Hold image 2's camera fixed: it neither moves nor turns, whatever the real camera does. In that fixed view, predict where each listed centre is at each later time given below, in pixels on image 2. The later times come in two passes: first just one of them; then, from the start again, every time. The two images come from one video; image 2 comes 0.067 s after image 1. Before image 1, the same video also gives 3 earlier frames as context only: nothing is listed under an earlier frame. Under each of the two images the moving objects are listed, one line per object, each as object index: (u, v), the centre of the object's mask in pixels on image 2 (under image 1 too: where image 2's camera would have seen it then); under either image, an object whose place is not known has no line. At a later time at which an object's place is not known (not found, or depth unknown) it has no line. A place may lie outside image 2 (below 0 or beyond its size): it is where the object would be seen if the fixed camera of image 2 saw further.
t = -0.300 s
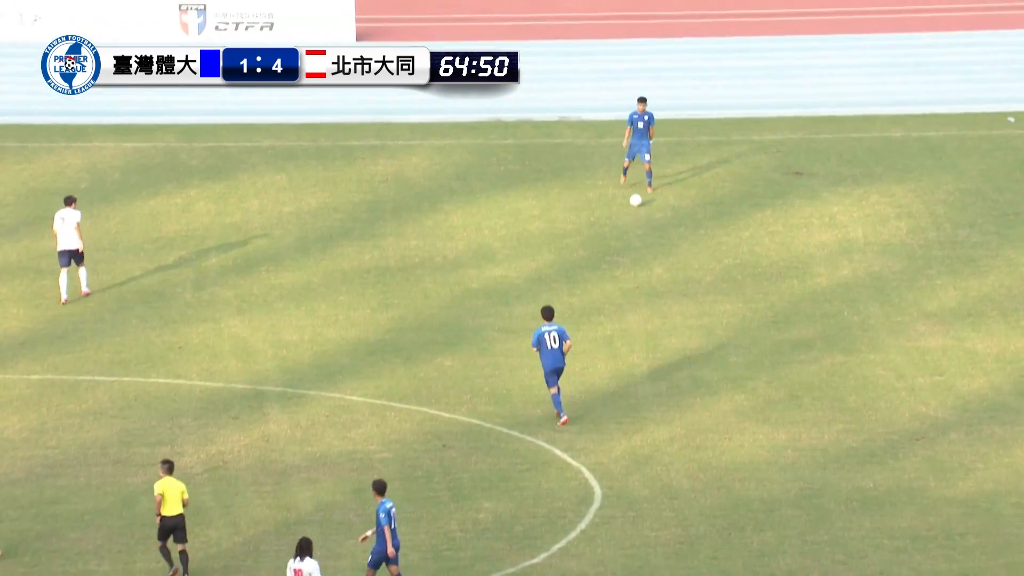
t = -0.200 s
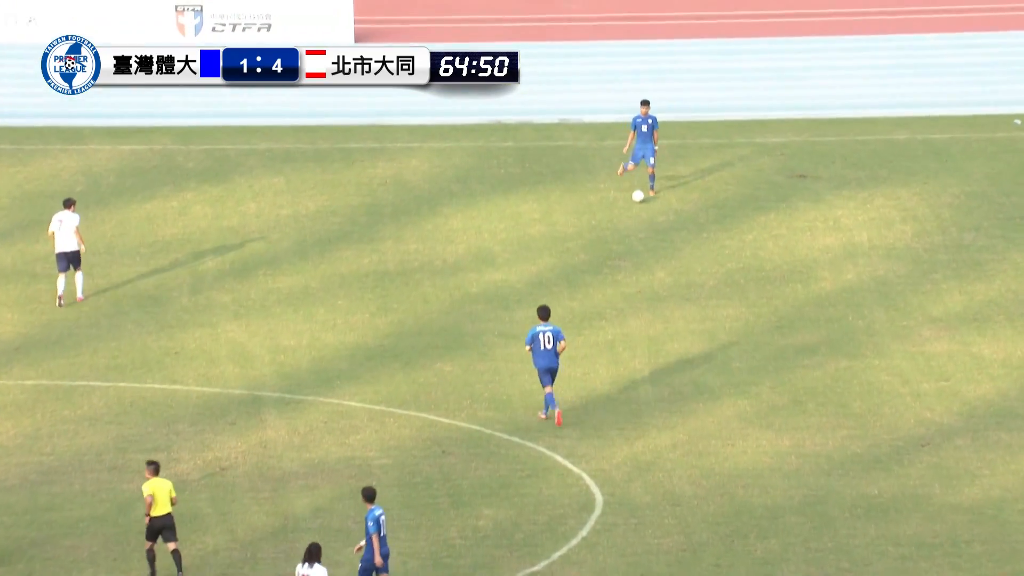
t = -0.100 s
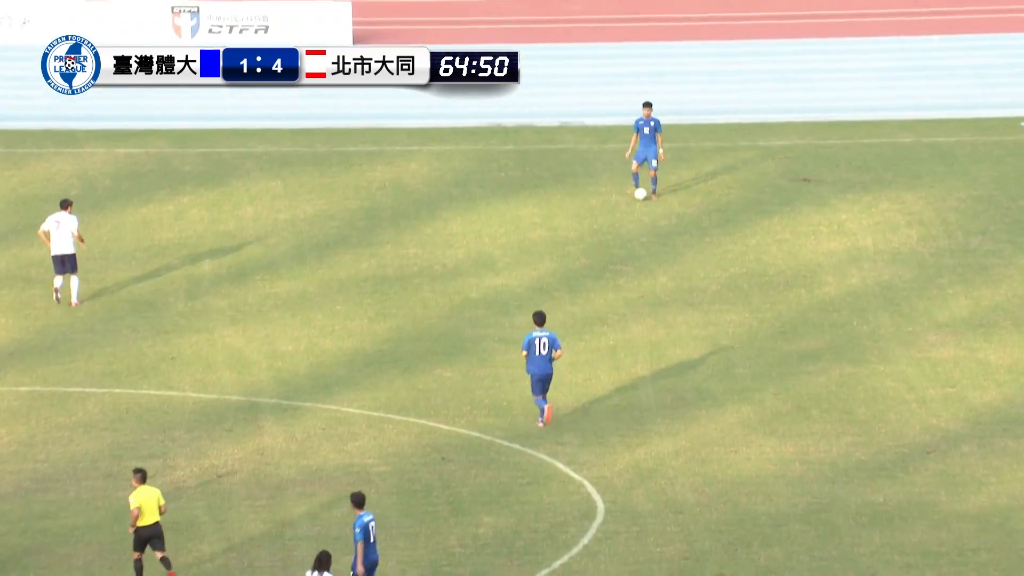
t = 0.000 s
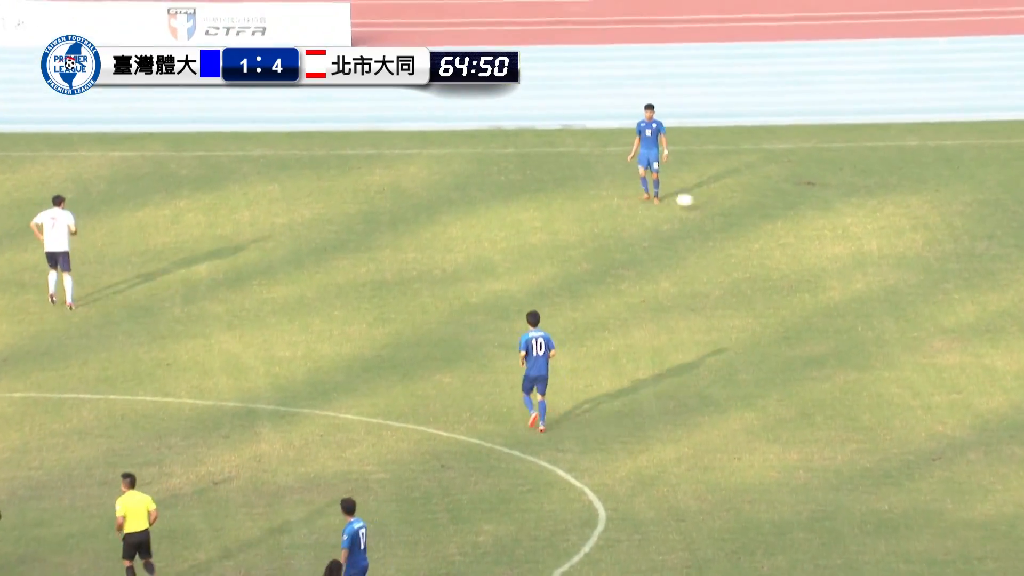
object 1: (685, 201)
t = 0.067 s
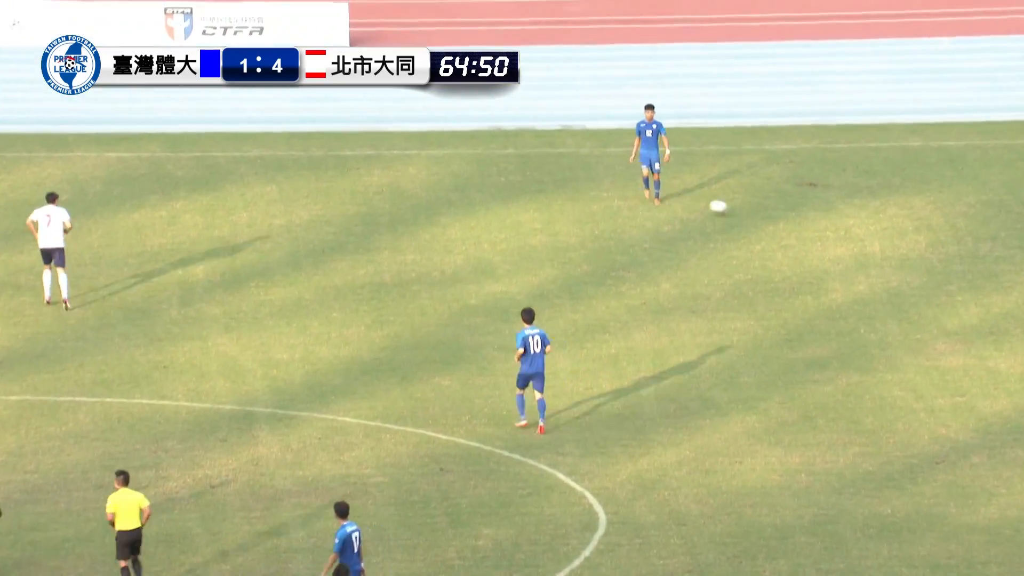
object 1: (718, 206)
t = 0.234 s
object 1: (795, 218)
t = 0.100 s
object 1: (735, 210)
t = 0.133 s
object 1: (751, 214)
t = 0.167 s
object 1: (766, 216)
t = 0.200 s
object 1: (781, 217)
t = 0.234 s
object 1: (795, 218)
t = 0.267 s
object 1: (810, 219)
